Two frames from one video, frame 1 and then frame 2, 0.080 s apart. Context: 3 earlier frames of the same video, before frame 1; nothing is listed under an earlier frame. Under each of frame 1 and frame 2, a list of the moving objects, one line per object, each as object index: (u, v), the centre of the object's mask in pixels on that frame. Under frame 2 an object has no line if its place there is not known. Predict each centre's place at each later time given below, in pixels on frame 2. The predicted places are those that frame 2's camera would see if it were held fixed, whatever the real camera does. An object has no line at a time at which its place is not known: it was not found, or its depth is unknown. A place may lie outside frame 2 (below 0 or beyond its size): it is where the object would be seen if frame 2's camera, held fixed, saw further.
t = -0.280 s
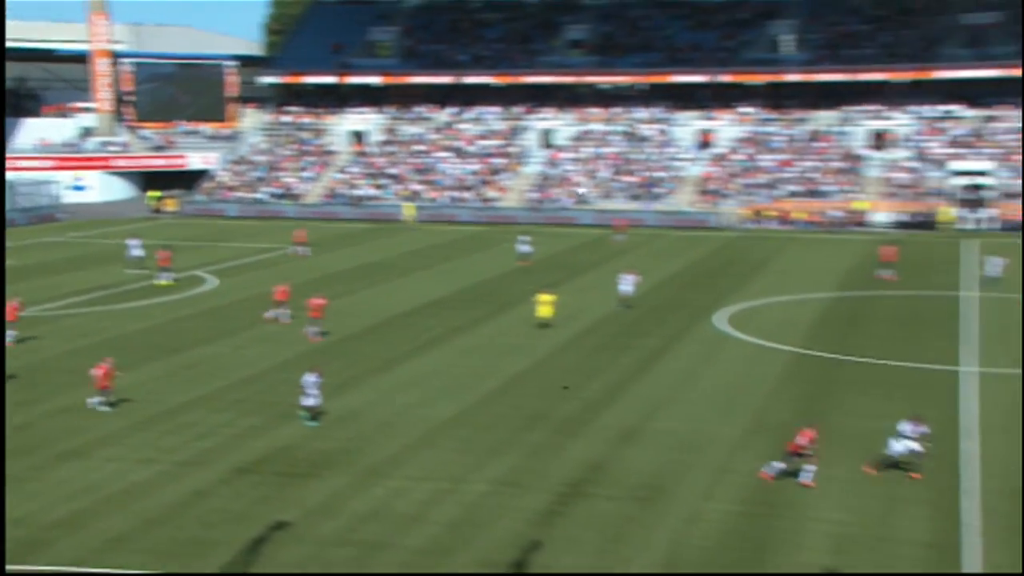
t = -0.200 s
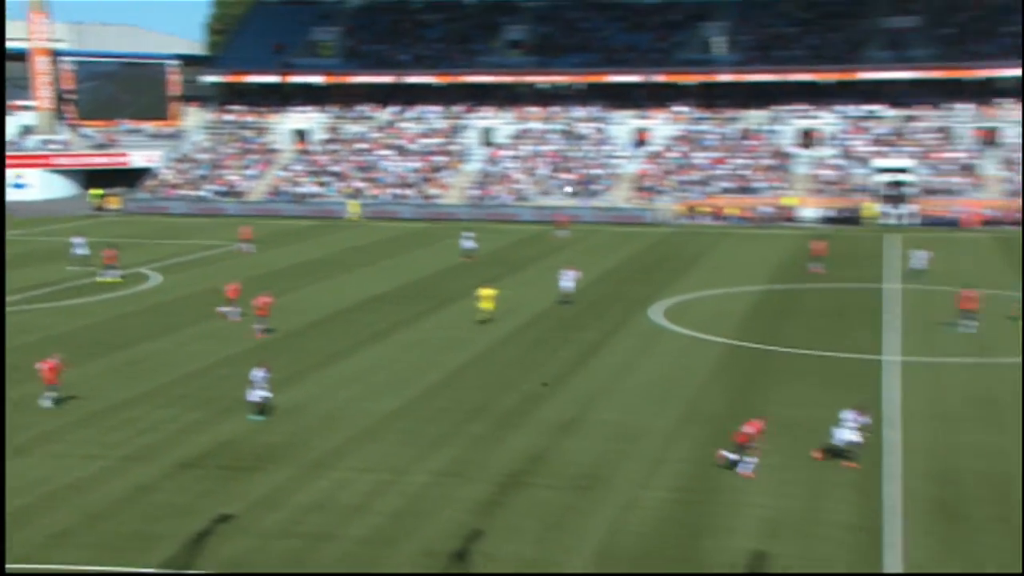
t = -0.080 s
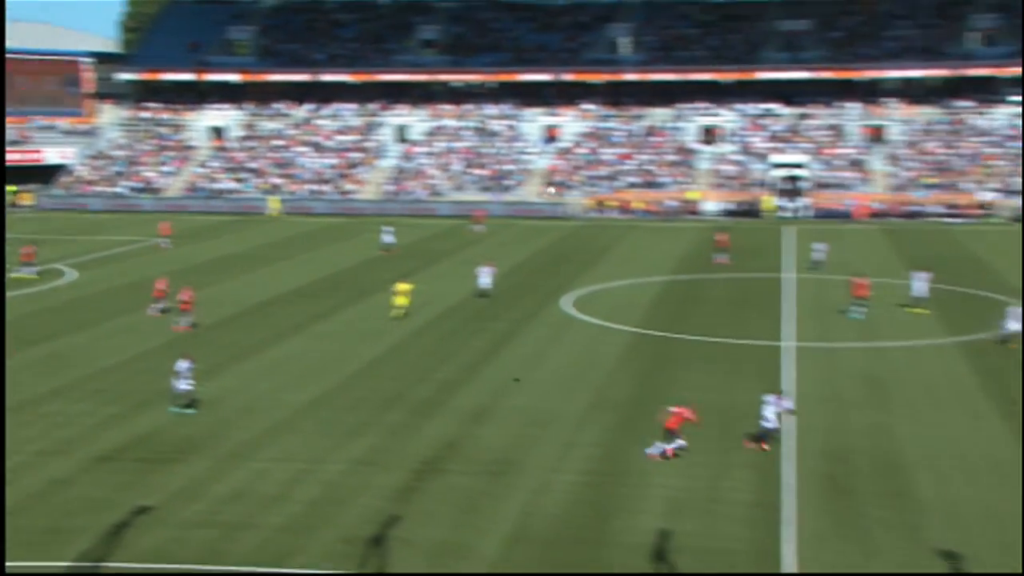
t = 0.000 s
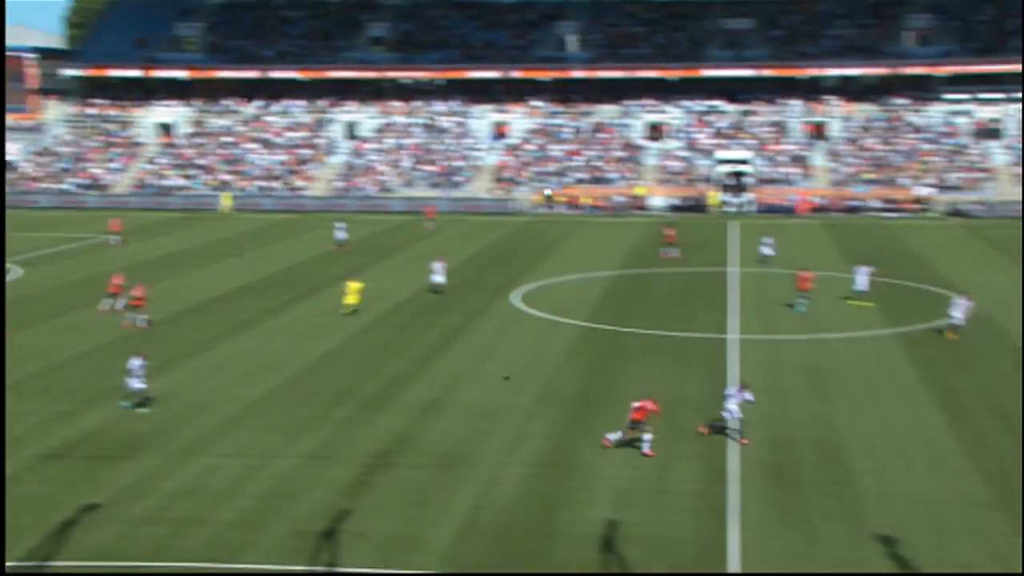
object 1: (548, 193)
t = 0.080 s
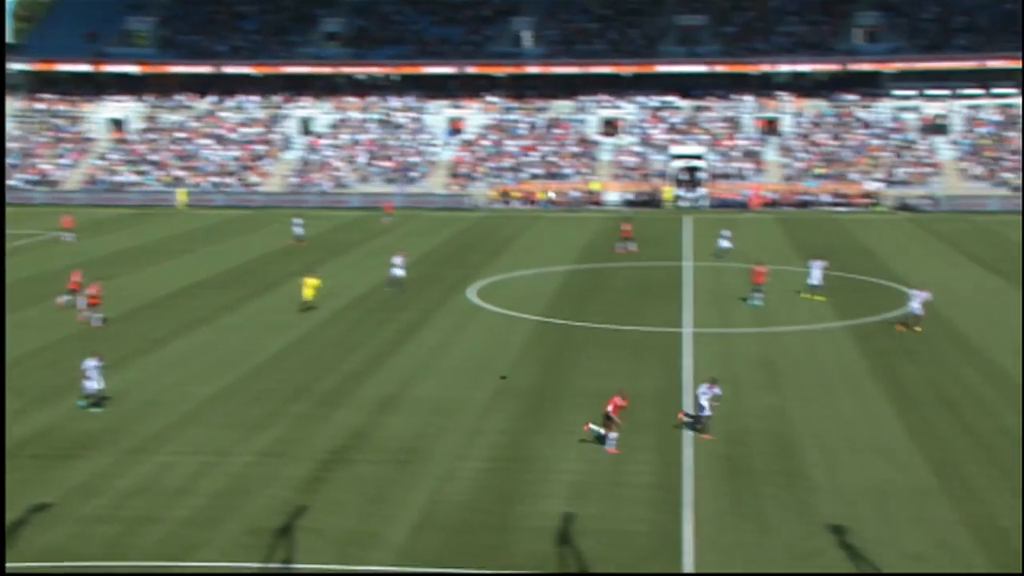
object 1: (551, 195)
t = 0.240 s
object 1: (646, 215)
